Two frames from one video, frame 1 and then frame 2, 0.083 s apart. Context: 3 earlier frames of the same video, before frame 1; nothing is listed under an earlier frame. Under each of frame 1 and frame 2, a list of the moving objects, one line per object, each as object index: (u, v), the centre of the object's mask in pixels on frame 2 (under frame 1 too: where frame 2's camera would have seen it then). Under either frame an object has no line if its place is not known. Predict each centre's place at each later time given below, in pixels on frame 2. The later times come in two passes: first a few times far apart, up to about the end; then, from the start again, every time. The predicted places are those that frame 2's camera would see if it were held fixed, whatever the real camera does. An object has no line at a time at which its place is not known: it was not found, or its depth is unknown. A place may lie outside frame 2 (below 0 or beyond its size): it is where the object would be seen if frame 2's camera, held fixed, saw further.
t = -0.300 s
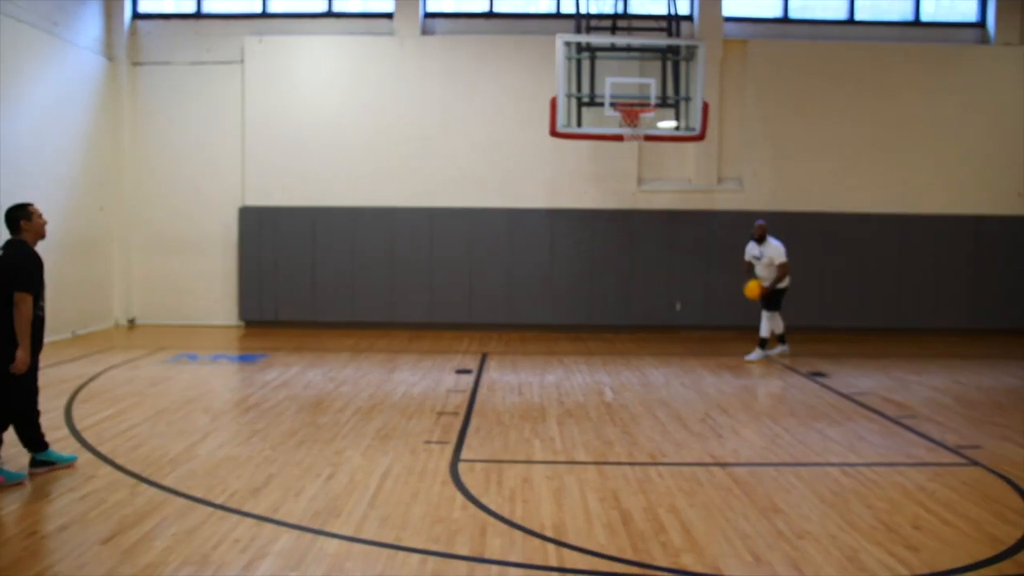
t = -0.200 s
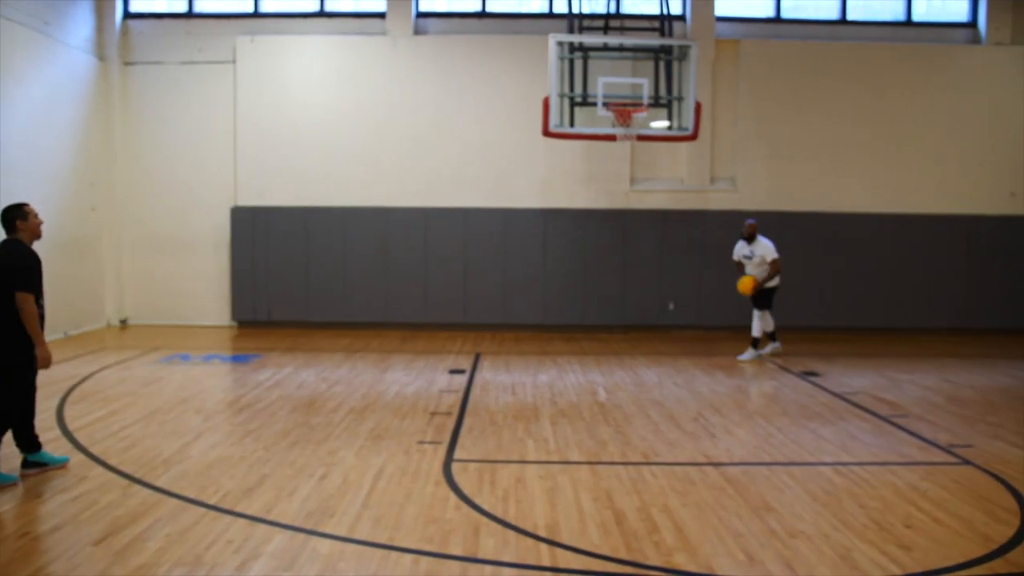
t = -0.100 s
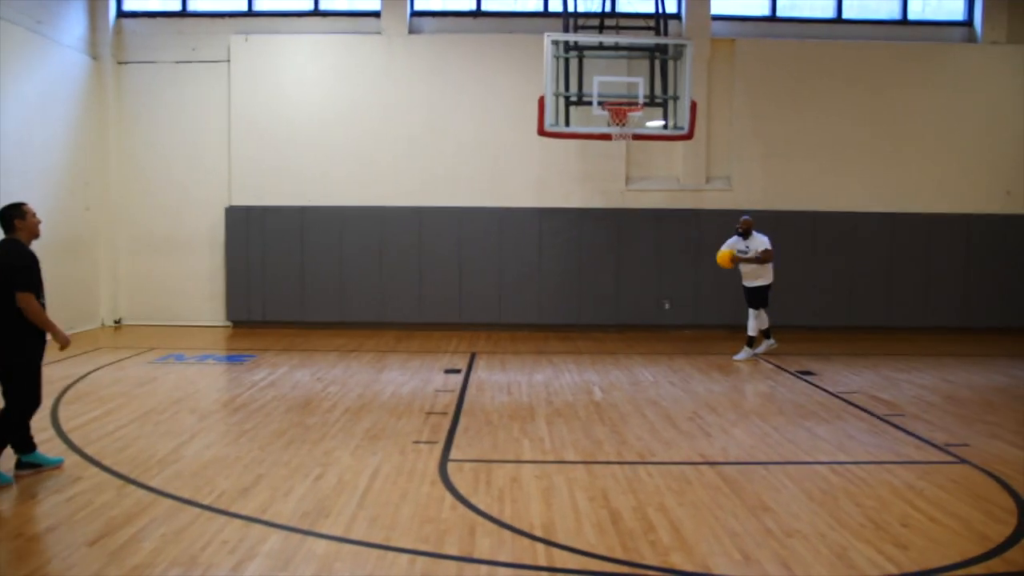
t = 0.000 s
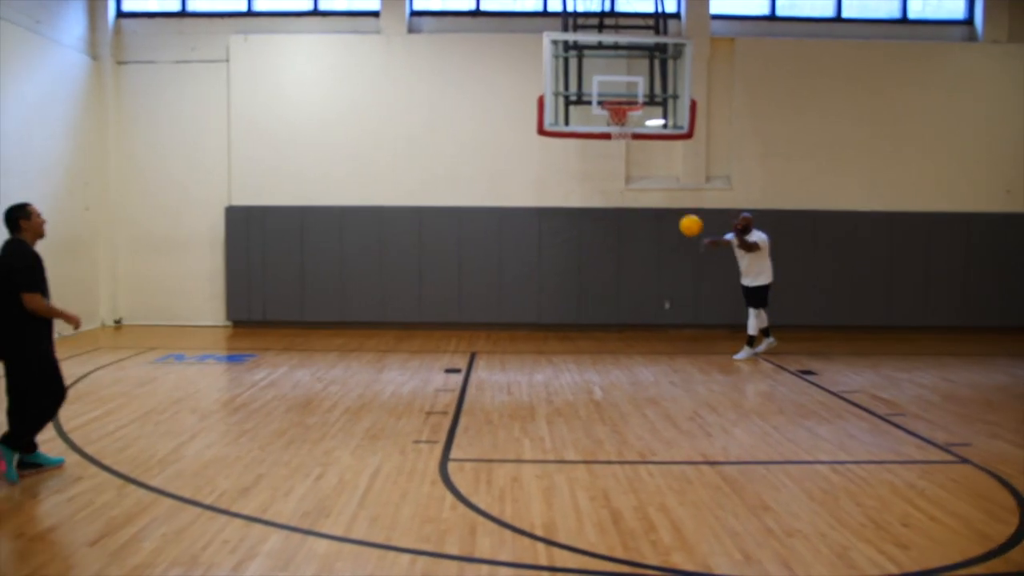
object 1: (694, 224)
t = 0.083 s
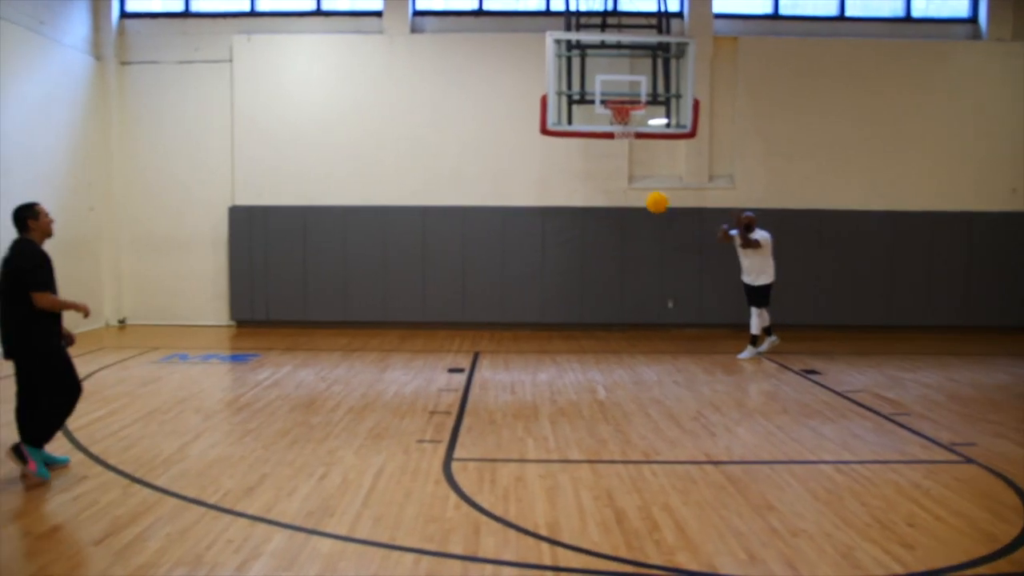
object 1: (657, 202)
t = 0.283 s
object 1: (553, 163)
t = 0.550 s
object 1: (368, 165)
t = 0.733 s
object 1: (195, 221)
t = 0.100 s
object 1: (649, 198)
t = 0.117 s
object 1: (640, 193)
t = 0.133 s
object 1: (633, 190)
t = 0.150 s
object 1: (625, 186)
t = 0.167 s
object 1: (616, 183)
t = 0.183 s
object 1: (608, 179)
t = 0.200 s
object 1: (599, 176)
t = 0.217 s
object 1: (590, 173)
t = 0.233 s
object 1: (581, 171)
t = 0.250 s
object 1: (572, 168)
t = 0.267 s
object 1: (562, 166)
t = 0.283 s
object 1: (553, 163)
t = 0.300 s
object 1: (543, 162)
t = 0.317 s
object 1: (533, 160)
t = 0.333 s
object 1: (522, 158)
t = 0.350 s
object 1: (512, 157)
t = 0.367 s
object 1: (501, 156)
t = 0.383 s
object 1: (490, 155)
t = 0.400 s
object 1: (479, 155)
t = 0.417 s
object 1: (468, 155)
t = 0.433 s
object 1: (456, 155)
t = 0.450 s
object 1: (444, 155)
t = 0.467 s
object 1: (432, 156)
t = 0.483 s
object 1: (420, 157)
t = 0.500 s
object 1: (408, 158)
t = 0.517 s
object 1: (395, 160)
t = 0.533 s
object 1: (381, 162)
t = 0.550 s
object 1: (368, 165)
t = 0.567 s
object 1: (354, 168)
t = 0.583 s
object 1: (340, 171)
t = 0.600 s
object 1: (325, 175)
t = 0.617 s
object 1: (310, 179)
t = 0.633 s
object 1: (295, 184)
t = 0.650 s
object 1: (280, 188)
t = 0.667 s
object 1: (263, 194)
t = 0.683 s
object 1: (247, 200)
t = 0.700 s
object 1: (230, 207)
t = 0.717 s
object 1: (214, 213)
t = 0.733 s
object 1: (195, 221)
